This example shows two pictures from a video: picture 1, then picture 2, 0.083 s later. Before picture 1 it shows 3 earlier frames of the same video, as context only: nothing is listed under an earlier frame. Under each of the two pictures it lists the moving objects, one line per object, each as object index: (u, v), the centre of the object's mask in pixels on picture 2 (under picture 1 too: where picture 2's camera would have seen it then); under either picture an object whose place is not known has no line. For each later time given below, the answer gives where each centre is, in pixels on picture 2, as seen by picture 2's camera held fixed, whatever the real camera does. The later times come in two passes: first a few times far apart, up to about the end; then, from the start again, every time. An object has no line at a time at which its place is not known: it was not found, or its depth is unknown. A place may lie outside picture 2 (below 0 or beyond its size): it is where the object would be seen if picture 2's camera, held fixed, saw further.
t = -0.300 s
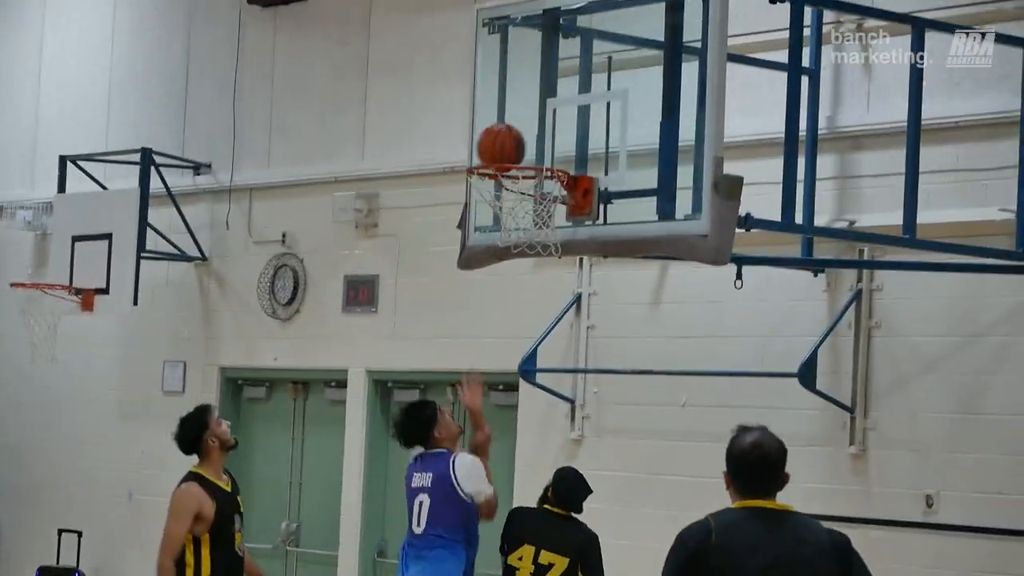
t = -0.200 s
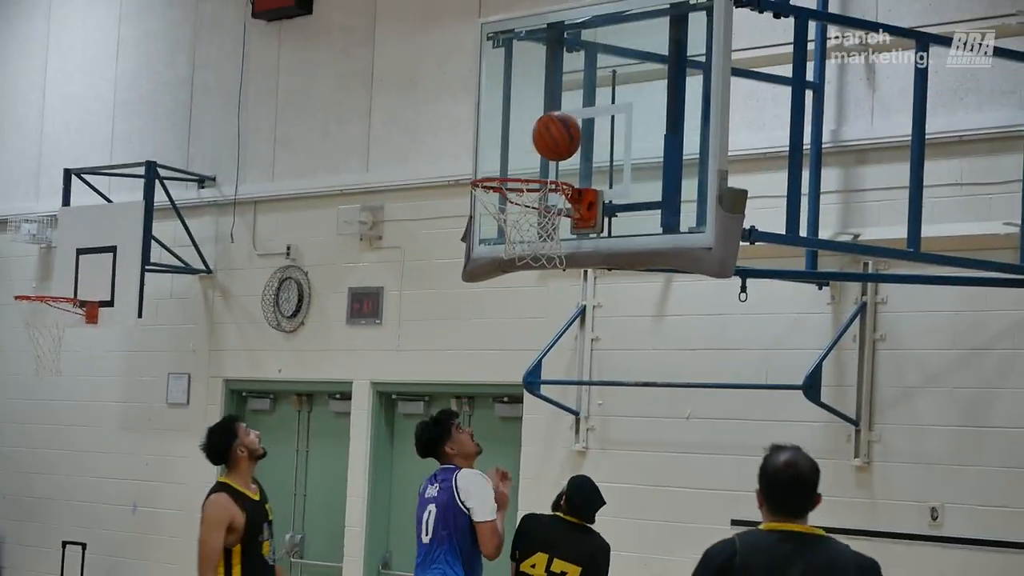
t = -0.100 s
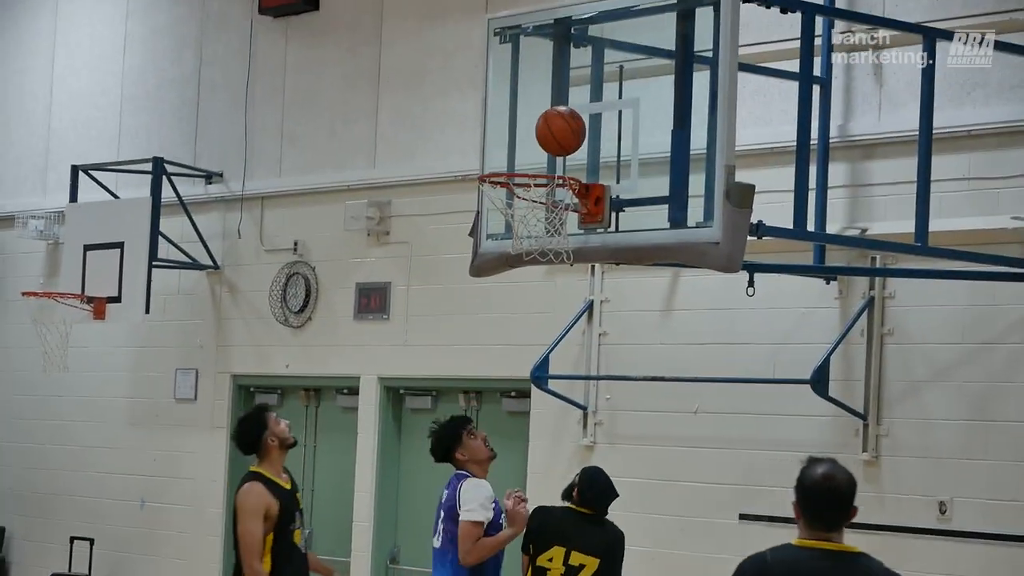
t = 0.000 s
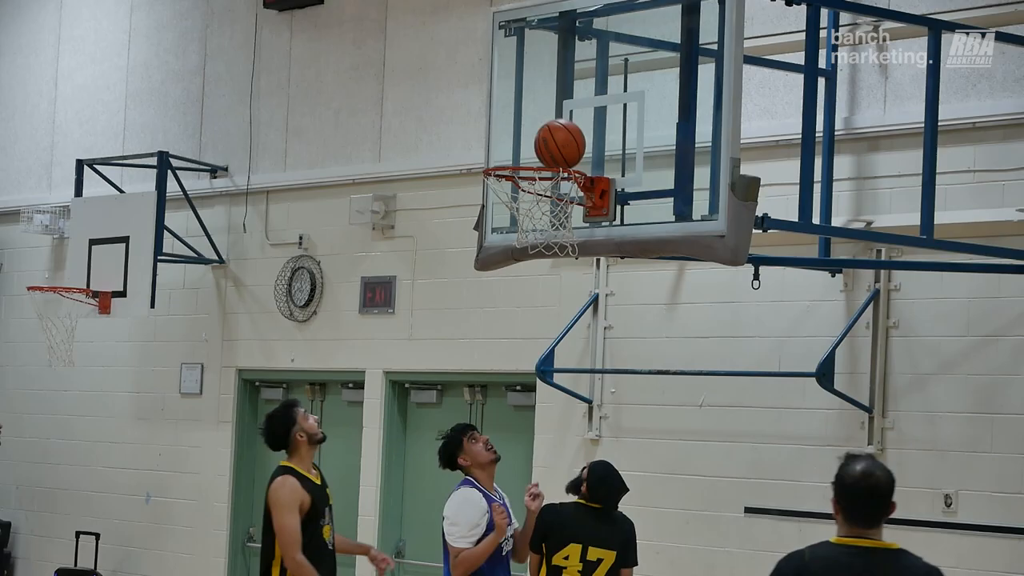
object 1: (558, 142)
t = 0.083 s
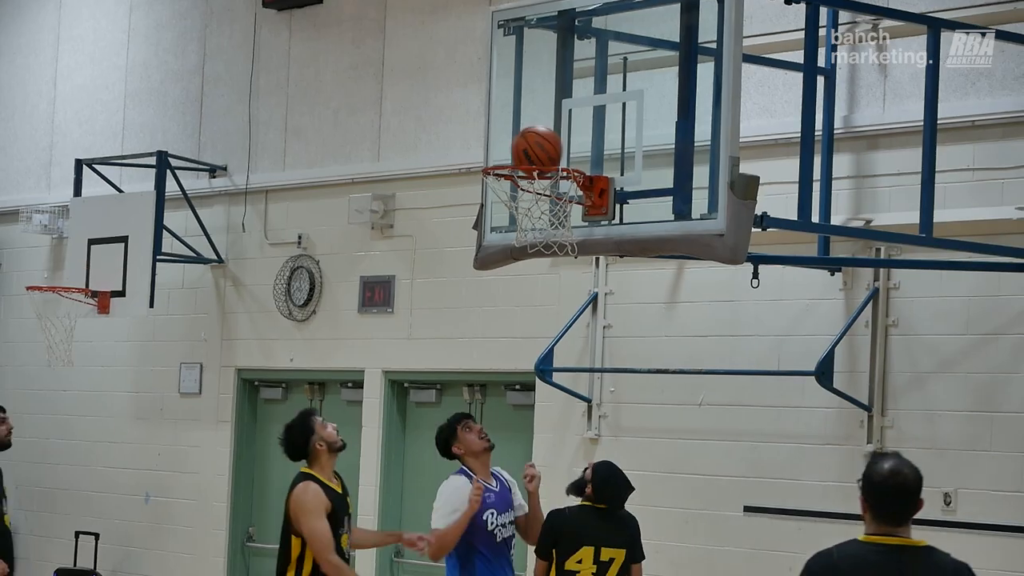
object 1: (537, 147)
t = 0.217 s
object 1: (508, 147)
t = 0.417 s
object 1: (521, 144)
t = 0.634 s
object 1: (539, 147)
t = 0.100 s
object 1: (530, 147)
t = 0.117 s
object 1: (524, 147)
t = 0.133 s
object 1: (517, 148)
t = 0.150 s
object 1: (510, 149)
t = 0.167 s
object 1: (505, 150)
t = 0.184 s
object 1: (506, 148)
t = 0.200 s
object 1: (507, 147)
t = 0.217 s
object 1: (508, 147)
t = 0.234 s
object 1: (508, 146)
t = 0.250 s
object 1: (509, 146)
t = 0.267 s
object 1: (510, 146)
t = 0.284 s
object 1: (510, 147)
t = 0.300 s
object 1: (511, 147)
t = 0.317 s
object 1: (512, 151)
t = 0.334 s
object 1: (513, 147)
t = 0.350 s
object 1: (515, 145)
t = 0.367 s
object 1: (517, 145)
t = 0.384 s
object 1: (518, 145)
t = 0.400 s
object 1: (520, 144)
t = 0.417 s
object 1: (521, 144)
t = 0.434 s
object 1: (523, 144)
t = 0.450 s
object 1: (525, 145)
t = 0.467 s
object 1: (526, 147)
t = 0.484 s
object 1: (528, 147)
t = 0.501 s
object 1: (529, 146)
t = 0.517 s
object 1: (530, 146)
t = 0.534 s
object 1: (531, 145)
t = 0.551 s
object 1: (532, 145)
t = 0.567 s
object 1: (534, 145)
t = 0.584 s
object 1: (535, 146)
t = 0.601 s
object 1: (537, 147)
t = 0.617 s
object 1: (538, 147)
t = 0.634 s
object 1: (539, 147)
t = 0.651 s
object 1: (540, 147)
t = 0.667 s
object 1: (541, 146)
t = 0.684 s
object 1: (542, 147)
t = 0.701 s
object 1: (543, 147)
